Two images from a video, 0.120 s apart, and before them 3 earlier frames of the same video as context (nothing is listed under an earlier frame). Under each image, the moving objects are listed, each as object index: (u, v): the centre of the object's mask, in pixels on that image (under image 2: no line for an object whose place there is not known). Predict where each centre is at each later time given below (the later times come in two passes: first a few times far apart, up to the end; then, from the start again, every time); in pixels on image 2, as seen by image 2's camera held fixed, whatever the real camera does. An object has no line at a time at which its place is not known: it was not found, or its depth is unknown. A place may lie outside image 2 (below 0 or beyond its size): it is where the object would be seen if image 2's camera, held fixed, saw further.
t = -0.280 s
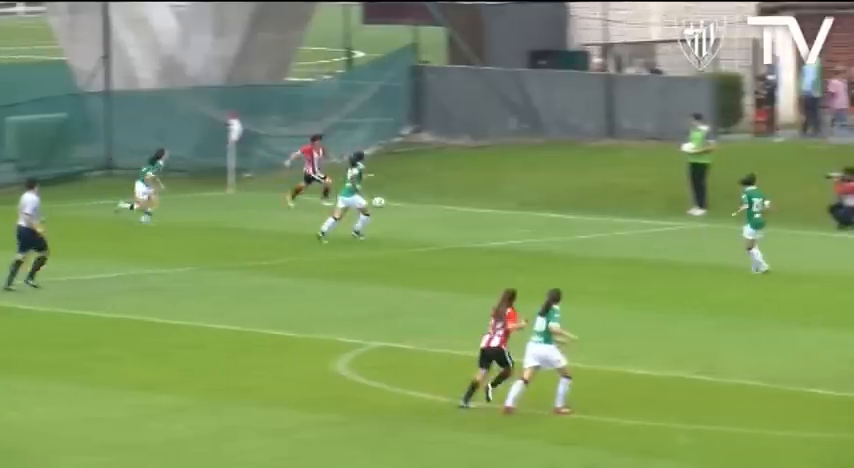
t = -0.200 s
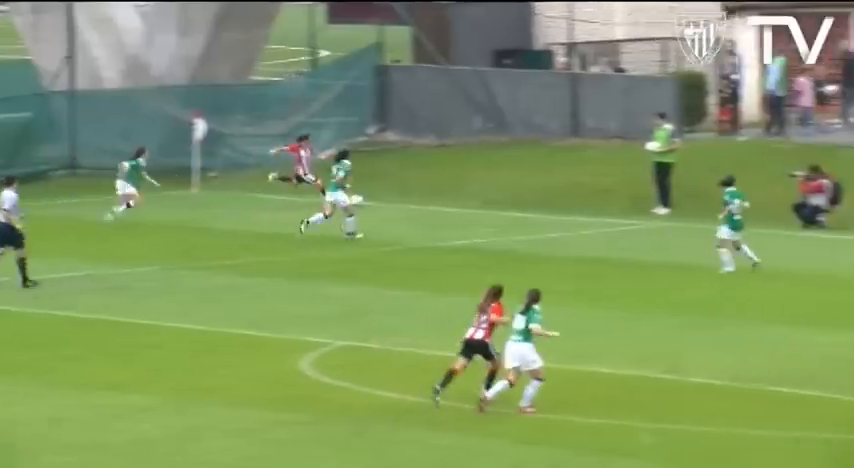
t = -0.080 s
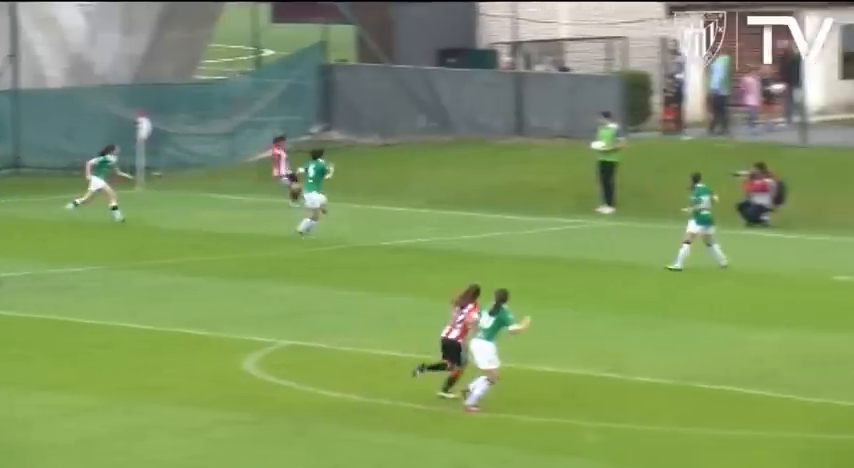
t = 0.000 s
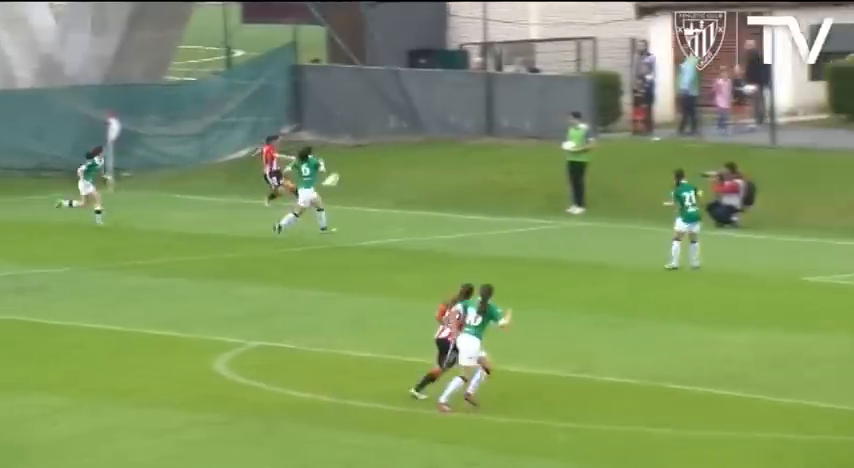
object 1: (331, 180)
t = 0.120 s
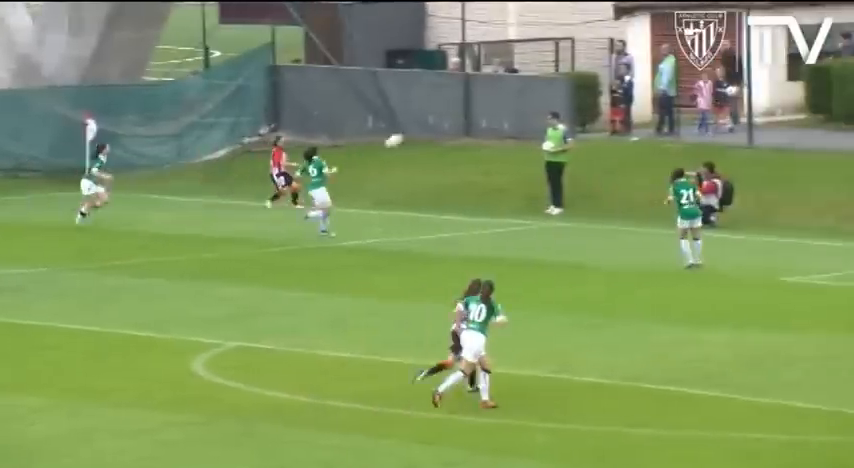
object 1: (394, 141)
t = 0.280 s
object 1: (499, 90)
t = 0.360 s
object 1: (548, 67)
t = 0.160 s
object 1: (420, 127)
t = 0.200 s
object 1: (447, 115)
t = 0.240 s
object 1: (473, 103)
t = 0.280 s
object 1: (499, 90)
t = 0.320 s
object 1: (524, 78)
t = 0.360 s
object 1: (548, 67)
